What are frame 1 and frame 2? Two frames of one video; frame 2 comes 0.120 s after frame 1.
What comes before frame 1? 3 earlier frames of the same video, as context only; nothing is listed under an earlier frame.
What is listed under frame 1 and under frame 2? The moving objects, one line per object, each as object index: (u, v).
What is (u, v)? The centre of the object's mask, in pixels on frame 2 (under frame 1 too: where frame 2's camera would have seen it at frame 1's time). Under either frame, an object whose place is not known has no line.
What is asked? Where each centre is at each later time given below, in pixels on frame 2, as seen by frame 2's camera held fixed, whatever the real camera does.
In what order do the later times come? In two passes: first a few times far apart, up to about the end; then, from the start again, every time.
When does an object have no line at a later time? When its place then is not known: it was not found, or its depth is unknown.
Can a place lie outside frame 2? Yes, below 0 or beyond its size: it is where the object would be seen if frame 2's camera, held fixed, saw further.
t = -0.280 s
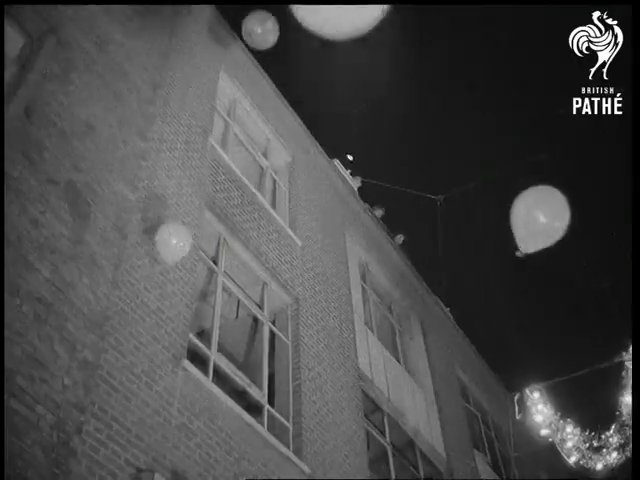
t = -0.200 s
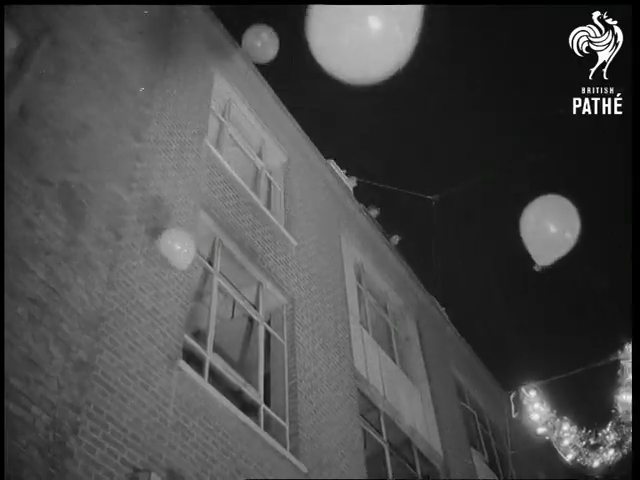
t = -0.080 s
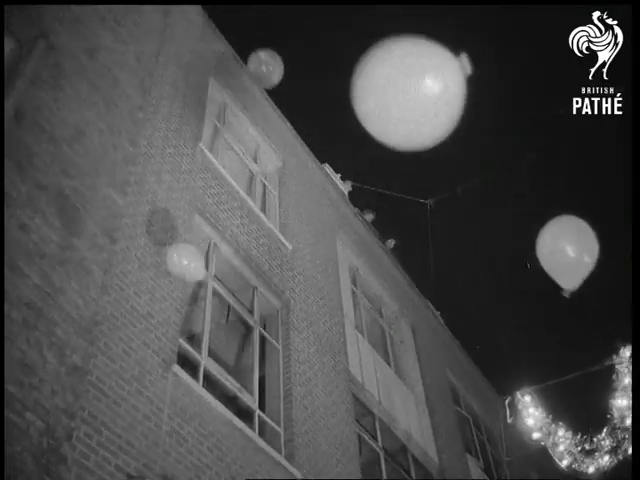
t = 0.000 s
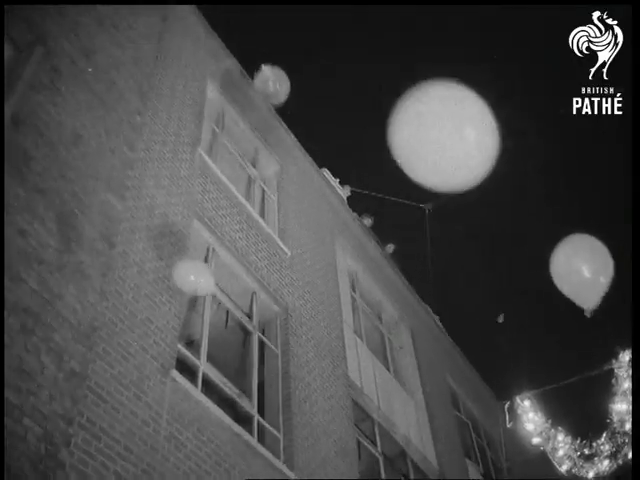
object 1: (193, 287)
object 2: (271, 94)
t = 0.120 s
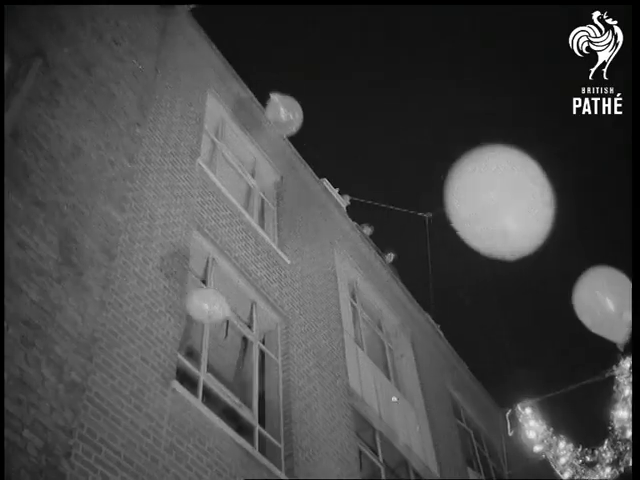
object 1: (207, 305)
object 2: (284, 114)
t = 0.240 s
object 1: (221, 329)
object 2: (298, 131)
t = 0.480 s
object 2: (321, 160)
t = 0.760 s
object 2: (330, 206)
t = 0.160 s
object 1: (212, 313)
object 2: (288, 120)
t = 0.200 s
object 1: (216, 319)
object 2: (293, 126)
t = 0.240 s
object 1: (221, 329)
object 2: (298, 131)
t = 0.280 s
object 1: (225, 337)
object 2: (303, 136)
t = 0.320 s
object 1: (230, 345)
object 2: (307, 141)
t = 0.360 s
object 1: (234, 355)
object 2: (311, 146)
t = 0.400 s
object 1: (240, 364)
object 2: (315, 151)
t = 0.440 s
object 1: (244, 374)
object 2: (319, 155)
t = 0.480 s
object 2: (321, 160)
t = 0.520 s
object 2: (323, 166)
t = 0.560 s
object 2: (325, 172)
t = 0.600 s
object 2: (326, 178)
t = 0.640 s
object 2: (327, 185)
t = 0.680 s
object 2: (329, 192)
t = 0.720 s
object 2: (329, 199)
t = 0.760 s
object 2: (330, 206)
